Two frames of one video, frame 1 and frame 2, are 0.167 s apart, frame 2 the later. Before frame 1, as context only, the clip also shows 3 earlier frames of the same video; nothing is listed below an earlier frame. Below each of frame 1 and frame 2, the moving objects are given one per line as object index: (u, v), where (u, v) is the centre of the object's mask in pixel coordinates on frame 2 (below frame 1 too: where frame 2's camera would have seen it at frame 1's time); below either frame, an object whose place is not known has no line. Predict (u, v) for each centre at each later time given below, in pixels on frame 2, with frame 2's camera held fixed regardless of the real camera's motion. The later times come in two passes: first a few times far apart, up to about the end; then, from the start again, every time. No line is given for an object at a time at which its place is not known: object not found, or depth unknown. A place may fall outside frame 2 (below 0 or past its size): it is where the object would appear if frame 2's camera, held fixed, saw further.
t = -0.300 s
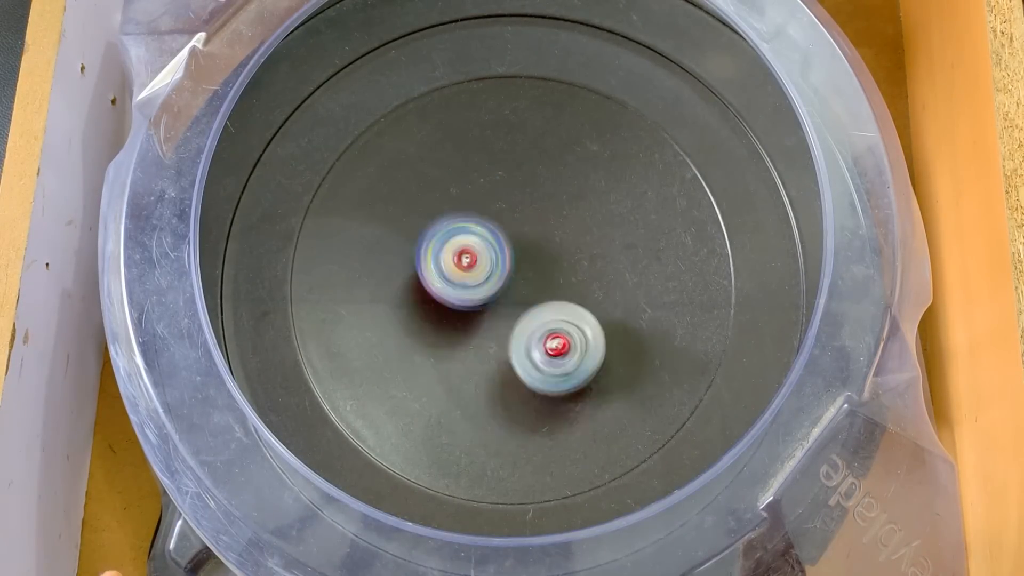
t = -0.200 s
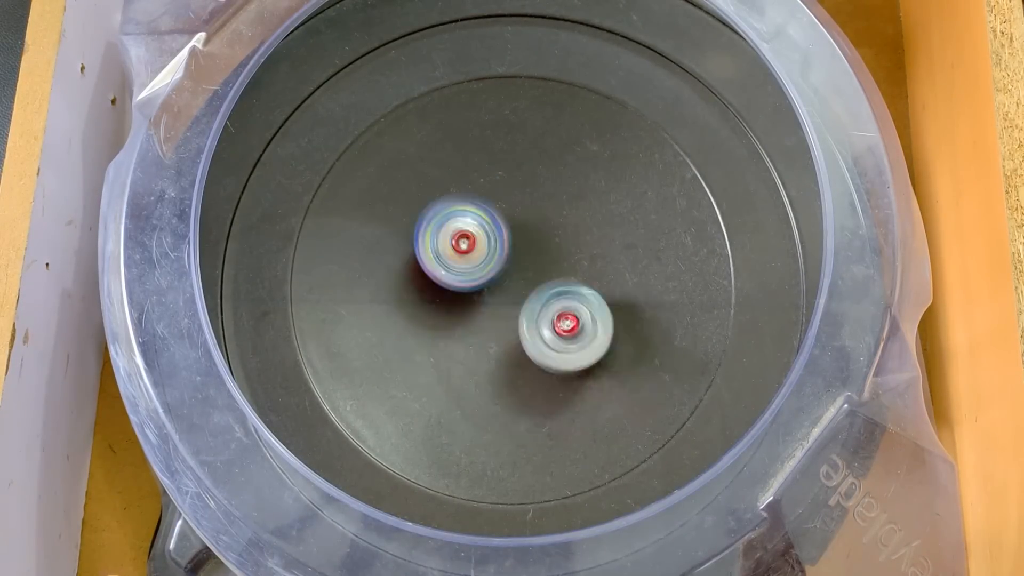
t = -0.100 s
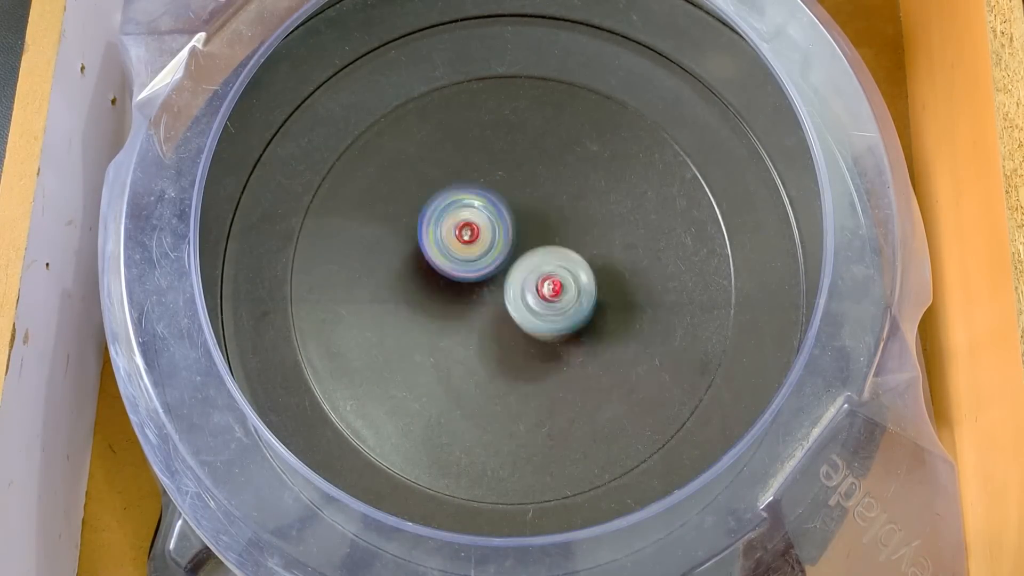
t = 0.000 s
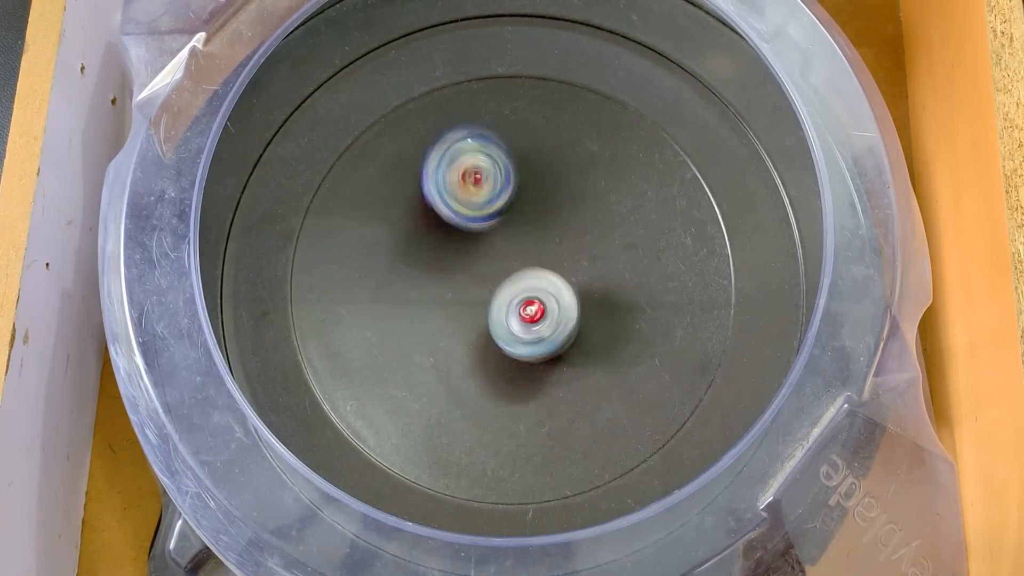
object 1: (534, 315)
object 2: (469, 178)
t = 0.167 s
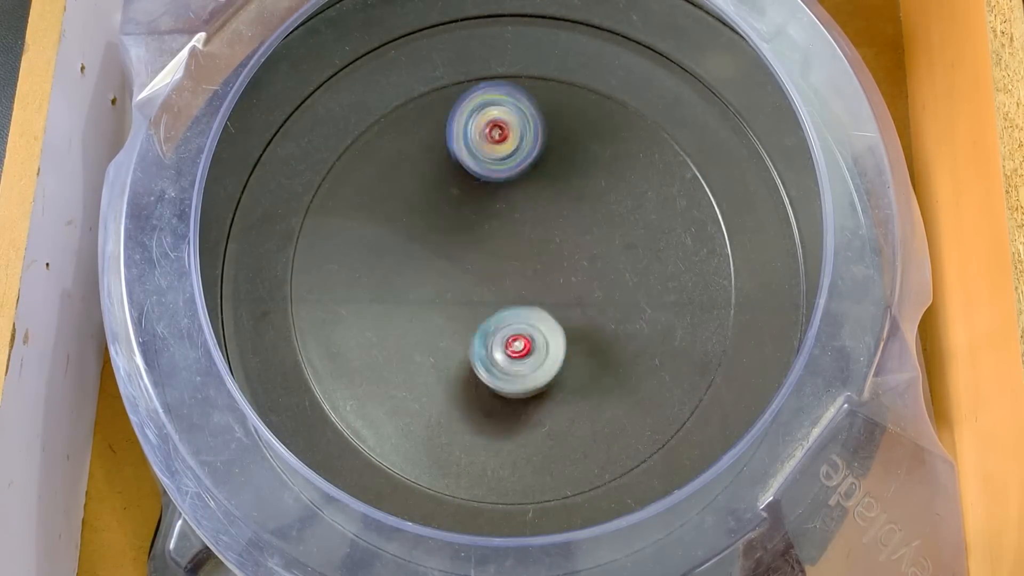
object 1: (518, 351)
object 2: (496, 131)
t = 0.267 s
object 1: (510, 354)
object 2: (519, 133)
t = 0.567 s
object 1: (471, 287)
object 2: (577, 236)
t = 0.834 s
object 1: (458, 233)
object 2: (533, 333)
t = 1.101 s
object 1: (508, 232)
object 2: (457, 323)
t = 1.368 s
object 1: (563, 249)
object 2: (453, 240)
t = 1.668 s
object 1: (566, 303)
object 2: (521, 202)
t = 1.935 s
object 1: (511, 331)
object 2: (563, 256)
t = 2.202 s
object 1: (464, 266)
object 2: (562, 312)
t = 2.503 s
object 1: (473, 251)
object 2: (503, 322)
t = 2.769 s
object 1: (516, 209)
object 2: (474, 320)
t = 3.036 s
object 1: (523, 220)
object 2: (470, 298)
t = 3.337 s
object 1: (521, 228)
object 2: (463, 313)
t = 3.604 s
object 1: (522, 219)
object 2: (514, 302)
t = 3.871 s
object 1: (523, 220)
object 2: (511, 300)
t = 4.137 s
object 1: (523, 220)
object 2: (511, 300)
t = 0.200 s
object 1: (517, 354)
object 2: (503, 129)
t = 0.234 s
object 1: (513, 355)
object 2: (511, 130)
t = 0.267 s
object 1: (510, 354)
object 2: (519, 133)
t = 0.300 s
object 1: (508, 350)
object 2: (527, 136)
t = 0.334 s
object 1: (503, 344)
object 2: (537, 144)
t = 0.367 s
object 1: (499, 338)
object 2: (545, 151)
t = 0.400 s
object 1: (494, 329)
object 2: (554, 163)
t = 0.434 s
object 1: (488, 321)
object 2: (562, 175)
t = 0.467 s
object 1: (484, 313)
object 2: (568, 191)
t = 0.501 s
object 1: (479, 305)
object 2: (573, 204)
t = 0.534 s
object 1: (474, 296)
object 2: (575, 220)
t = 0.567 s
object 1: (471, 287)
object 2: (577, 236)
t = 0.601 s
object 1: (467, 278)
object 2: (576, 251)
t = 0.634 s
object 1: (464, 270)
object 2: (574, 267)
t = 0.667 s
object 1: (461, 261)
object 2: (570, 281)
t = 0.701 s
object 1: (458, 253)
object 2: (564, 295)
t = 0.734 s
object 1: (457, 246)
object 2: (558, 306)
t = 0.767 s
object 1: (456, 240)
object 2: (550, 317)
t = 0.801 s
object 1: (455, 237)
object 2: (542, 326)
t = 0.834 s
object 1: (458, 233)
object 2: (533, 333)
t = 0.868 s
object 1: (458, 230)
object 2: (524, 338)
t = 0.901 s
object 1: (464, 229)
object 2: (514, 341)
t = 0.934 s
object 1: (469, 227)
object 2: (503, 343)
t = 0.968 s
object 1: (475, 229)
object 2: (492, 342)
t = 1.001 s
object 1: (484, 229)
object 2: (481, 340)
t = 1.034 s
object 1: (489, 231)
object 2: (474, 336)
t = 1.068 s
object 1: (500, 231)
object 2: (463, 330)
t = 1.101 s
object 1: (508, 232)
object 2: (457, 323)
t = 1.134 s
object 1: (516, 234)
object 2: (451, 313)
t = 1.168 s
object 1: (525, 235)
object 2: (446, 303)
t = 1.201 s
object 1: (532, 238)
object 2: (444, 292)
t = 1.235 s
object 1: (540, 239)
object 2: (442, 281)
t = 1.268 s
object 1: (547, 241)
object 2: (442, 270)
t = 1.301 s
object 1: (555, 244)
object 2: (444, 259)
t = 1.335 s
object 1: (559, 245)
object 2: (448, 249)
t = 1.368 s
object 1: (563, 249)
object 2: (453, 240)
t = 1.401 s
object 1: (567, 250)
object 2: (460, 231)
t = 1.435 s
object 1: (566, 252)
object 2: (468, 224)
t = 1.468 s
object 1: (566, 257)
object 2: (478, 218)
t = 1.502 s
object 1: (567, 265)
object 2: (485, 212)
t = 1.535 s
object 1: (571, 276)
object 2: (490, 203)
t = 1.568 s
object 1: (572, 287)
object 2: (495, 198)
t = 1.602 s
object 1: (571, 293)
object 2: (504, 197)
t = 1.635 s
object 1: (568, 297)
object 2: (512, 199)
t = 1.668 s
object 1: (566, 303)
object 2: (521, 202)
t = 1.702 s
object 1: (561, 306)
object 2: (529, 207)
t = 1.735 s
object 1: (556, 311)
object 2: (537, 215)
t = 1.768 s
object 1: (548, 318)
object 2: (543, 221)
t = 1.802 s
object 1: (537, 327)
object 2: (550, 224)
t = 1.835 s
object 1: (529, 330)
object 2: (554, 234)
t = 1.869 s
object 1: (523, 330)
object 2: (557, 243)
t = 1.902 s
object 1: (518, 330)
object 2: (560, 250)
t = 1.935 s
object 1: (511, 331)
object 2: (563, 256)
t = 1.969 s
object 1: (504, 328)
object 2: (567, 263)
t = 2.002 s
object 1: (494, 326)
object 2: (570, 273)
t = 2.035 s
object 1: (487, 319)
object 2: (573, 277)
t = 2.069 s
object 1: (485, 310)
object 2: (572, 284)
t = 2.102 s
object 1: (478, 299)
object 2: (570, 291)
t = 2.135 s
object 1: (477, 287)
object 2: (568, 297)
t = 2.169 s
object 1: (470, 277)
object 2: (565, 307)
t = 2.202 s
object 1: (464, 266)
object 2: (562, 312)
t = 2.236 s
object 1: (462, 258)
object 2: (557, 317)
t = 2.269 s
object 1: (459, 253)
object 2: (553, 322)
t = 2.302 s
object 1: (457, 250)
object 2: (548, 325)
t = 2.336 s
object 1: (460, 248)
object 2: (541, 328)
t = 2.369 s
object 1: (464, 250)
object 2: (531, 329)
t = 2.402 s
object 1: (466, 252)
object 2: (523, 328)
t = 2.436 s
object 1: (468, 254)
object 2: (515, 327)
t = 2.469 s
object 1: (471, 255)
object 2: (508, 323)
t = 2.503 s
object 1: (473, 251)
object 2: (503, 322)
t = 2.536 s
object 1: (480, 247)
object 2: (496, 324)
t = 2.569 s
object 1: (486, 242)
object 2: (490, 323)
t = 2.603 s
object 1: (496, 234)
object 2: (482, 325)
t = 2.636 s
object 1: (503, 227)
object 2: (476, 326)
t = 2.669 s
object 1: (511, 220)
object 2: (476, 327)
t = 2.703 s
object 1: (515, 215)
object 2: (474, 328)
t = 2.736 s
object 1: (516, 211)
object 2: (472, 325)
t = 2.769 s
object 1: (516, 209)
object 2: (474, 320)
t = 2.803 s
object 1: (516, 209)
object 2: (476, 316)
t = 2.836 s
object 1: (516, 211)
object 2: (478, 310)
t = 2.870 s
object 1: (515, 215)
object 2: (481, 303)
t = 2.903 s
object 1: (517, 217)
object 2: (482, 299)
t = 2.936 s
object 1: (519, 216)
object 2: (477, 296)
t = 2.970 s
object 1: (521, 217)
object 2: (474, 294)
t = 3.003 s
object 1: (522, 217)
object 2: (473, 295)
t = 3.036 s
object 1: (523, 220)
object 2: (470, 298)
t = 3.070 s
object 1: (522, 225)
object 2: (467, 299)
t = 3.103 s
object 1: (519, 230)
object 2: (463, 302)
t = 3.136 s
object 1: (516, 235)
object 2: (463, 304)
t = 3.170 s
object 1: (513, 237)
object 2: (460, 307)
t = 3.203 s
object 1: (509, 239)
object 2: (461, 311)
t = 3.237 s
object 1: (507, 239)
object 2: (465, 310)
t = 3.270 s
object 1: (511, 238)
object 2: (464, 313)
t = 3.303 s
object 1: (518, 233)
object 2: (463, 313)
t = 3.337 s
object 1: (521, 228)
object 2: (463, 313)
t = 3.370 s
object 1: (522, 224)
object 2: (468, 311)
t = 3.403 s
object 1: (522, 222)
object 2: (475, 311)
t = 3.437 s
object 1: (522, 222)
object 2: (483, 313)
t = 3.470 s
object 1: (522, 223)
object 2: (492, 312)
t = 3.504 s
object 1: (522, 224)
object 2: (501, 310)
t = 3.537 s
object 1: (522, 223)
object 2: (507, 308)
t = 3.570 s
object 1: (522, 220)
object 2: (511, 304)
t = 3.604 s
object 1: (522, 219)
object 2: (514, 302)
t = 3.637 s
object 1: (522, 219)
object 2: (517, 302)
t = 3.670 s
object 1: (523, 220)
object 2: (518, 302)
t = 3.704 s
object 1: (523, 221)
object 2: (518, 302)
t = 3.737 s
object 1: (523, 221)
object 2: (516, 302)
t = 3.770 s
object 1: (523, 220)
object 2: (515, 301)
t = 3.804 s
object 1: (523, 220)
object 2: (513, 301)
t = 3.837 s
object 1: (523, 220)
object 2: (512, 300)
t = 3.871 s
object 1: (523, 220)
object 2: (511, 300)
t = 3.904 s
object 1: (523, 220)
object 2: (511, 300)
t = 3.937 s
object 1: (523, 220)
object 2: (511, 300)
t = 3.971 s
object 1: (523, 220)
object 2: (511, 300)
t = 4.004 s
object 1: (523, 220)
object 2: (511, 300)
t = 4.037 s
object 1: (523, 220)
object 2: (511, 300)
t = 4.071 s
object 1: (523, 220)
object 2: (511, 300)
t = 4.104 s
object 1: (523, 220)
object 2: (511, 300)
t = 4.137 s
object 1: (523, 220)
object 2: (511, 300)
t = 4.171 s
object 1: (523, 220)
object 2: (511, 300)
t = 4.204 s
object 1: (523, 220)
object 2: (511, 300)
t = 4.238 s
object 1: (523, 220)
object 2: (511, 300)
